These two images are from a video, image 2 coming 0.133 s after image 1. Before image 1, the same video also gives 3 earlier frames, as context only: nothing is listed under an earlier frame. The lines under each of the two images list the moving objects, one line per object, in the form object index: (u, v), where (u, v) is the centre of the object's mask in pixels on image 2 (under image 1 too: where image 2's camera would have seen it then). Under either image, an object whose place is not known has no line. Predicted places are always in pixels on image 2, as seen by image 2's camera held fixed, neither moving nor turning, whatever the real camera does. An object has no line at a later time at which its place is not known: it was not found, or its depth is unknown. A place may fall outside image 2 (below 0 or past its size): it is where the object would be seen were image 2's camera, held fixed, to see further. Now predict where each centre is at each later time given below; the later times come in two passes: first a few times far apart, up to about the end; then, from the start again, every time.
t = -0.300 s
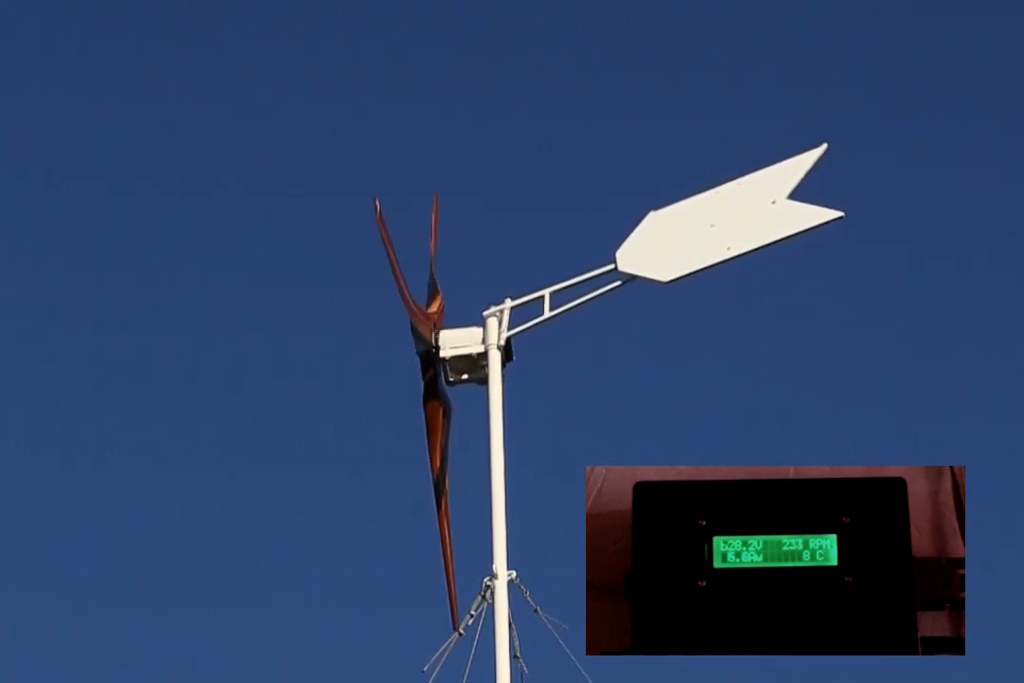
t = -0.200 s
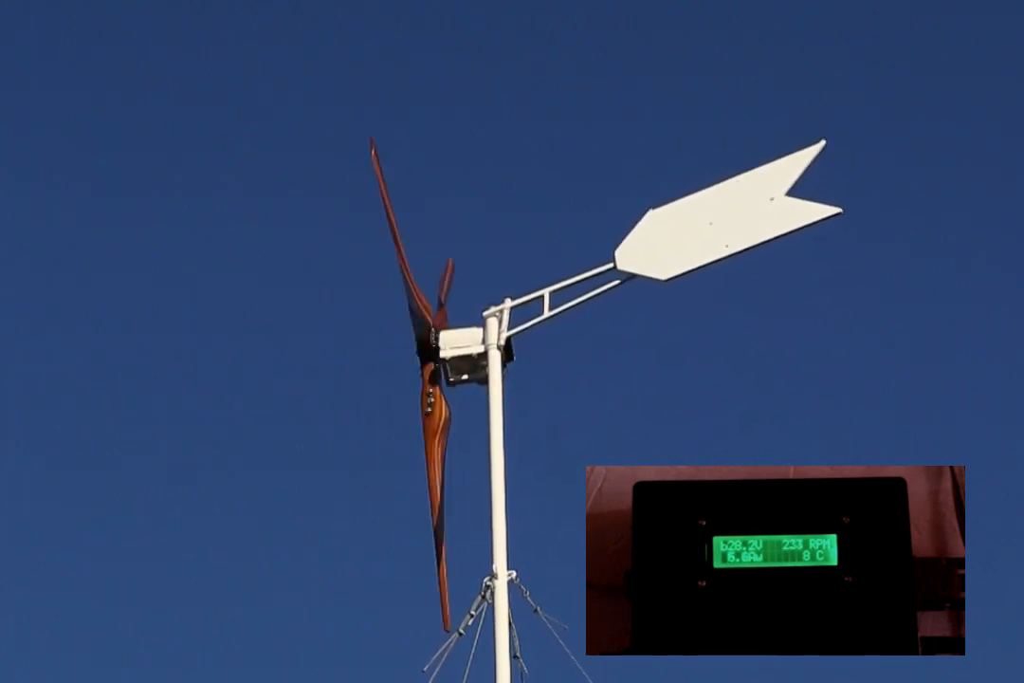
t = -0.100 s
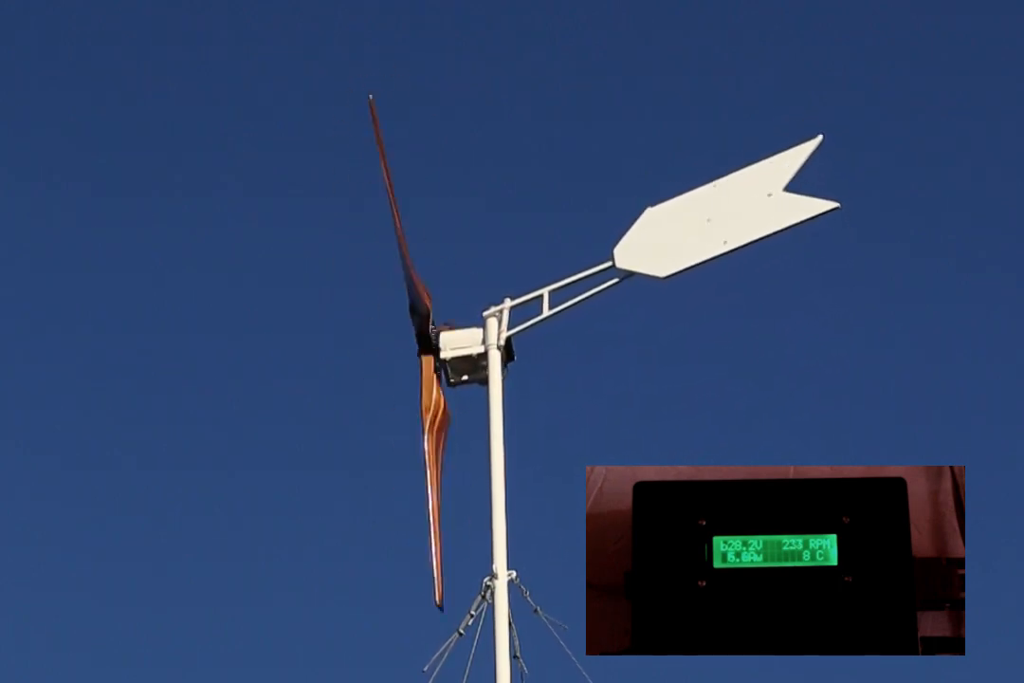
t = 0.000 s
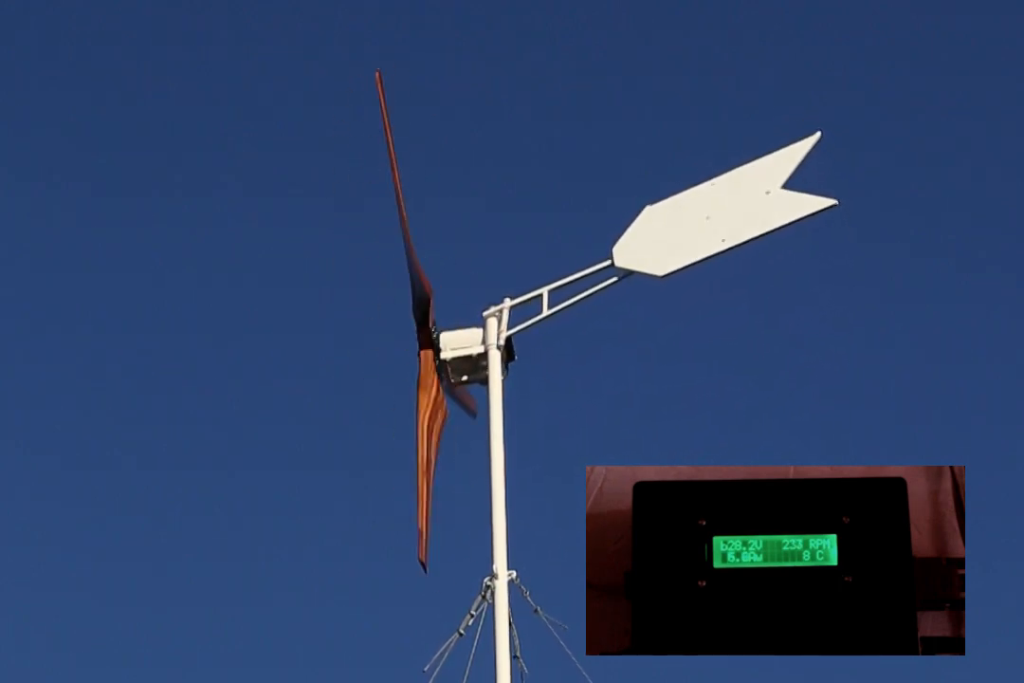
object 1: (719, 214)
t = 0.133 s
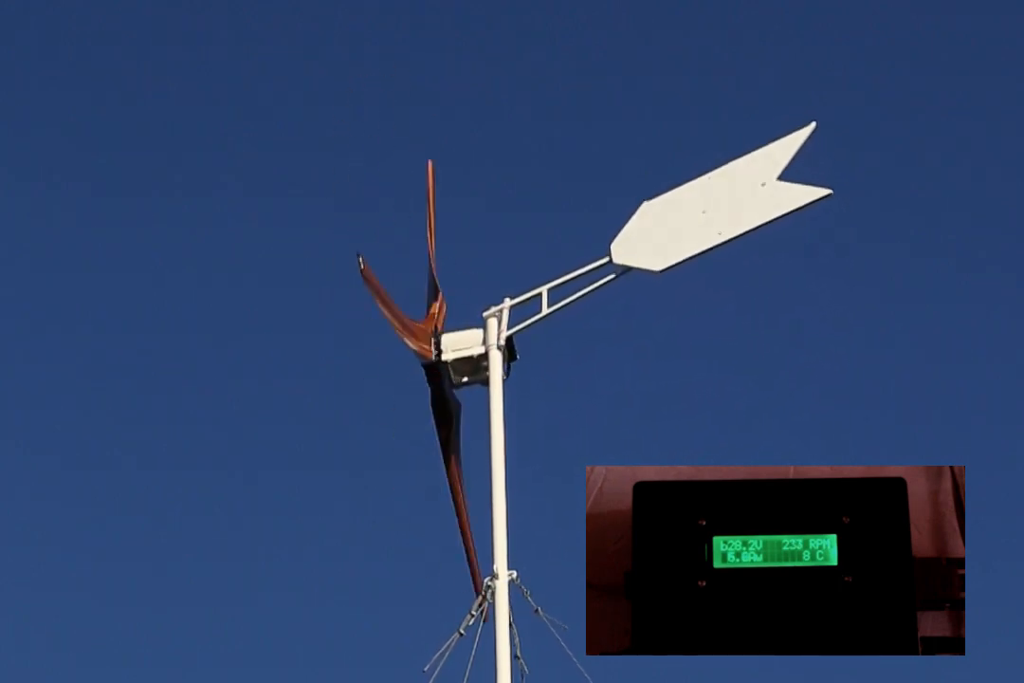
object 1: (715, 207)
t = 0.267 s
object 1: (711, 202)
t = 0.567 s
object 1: (698, 186)
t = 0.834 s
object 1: (686, 175)
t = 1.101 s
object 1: (675, 165)
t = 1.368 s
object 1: (670, 161)
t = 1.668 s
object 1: (671, 162)
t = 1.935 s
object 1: (678, 168)
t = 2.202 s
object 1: (687, 177)
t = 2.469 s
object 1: (696, 186)
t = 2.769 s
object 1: (706, 198)
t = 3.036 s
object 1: (714, 209)
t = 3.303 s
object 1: (719, 218)
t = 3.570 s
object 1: (722, 222)
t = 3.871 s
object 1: (720, 219)
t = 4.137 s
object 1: (715, 209)
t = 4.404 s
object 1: (707, 199)
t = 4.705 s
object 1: (703, 193)
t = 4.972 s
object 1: (704, 194)
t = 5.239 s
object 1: (709, 199)
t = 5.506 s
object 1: (714, 206)
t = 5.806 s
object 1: (718, 213)
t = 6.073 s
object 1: (721, 219)
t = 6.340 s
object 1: (724, 226)
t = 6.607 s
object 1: (725, 230)
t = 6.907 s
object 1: (728, 235)
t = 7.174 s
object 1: (730, 242)
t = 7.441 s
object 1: (732, 248)
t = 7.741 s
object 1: (733, 251)
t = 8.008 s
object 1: (733, 249)
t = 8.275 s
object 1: (731, 242)
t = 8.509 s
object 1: (728, 235)
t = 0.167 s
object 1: (714, 206)
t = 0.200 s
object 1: (713, 205)
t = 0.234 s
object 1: (712, 204)
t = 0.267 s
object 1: (711, 202)
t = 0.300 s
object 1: (710, 200)
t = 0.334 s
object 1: (708, 198)
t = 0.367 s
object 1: (707, 196)
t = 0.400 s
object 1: (705, 194)
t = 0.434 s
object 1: (704, 193)
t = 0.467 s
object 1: (702, 191)
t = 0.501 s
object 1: (700, 190)
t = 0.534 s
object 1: (699, 188)
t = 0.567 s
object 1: (698, 186)
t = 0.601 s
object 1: (696, 185)
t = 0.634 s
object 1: (694, 183)
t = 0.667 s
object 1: (693, 182)
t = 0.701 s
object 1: (692, 180)
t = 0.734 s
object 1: (690, 179)
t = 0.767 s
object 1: (689, 177)
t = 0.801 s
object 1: (688, 176)
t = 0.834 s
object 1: (686, 175)
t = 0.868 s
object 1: (684, 173)
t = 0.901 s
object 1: (683, 172)
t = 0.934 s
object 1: (681, 170)
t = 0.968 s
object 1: (679, 169)
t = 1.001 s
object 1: (678, 168)
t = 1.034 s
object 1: (677, 167)
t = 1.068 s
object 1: (676, 166)
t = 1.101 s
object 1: (675, 165)
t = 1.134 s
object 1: (674, 165)
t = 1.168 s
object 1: (673, 164)
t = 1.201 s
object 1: (672, 163)
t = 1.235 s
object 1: (672, 163)
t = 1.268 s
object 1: (671, 162)
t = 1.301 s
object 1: (671, 162)
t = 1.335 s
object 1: (670, 162)
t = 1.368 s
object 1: (670, 161)
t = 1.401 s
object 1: (669, 160)
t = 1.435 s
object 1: (669, 160)
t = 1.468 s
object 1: (669, 161)
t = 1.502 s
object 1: (669, 161)
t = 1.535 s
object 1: (669, 161)
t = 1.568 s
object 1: (669, 161)
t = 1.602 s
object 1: (670, 162)
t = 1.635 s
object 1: (670, 162)
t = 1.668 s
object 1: (671, 162)
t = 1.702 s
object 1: (672, 162)
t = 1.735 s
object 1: (673, 164)
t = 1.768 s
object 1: (674, 165)
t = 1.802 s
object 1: (675, 166)
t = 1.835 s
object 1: (675, 166)
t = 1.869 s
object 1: (676, 167)
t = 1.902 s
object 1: (677, 167)
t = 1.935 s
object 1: (678, 168)
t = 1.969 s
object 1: (679, 169)
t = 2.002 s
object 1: (681, 171)
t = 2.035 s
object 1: (682, 172)
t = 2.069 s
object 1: (683, 174)
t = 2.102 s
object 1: (684, 174)
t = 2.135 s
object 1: (685, 175)
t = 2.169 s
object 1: (686, 175)
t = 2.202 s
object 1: (687, 177)
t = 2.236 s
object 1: (688, 178)
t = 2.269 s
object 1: (690, 179)
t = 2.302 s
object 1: (691, 181)
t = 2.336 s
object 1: (692, 183)
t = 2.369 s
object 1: (693, 183)
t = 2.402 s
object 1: (694, 184)
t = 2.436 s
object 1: (695, 185)
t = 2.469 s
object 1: (696, 186)
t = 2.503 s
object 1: (697, 188)
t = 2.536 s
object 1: (699, 190)
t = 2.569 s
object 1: (700, 191)
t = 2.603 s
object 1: (701, 192)
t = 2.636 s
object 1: (702, 193)
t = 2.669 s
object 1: (703, 194)
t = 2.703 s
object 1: (704, 195)
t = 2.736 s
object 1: (705, 196)
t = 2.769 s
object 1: (706, 198)
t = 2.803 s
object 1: (708, 200)
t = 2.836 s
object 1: (708, 202)
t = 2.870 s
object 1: (710, 203)
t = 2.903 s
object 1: (710, 204)
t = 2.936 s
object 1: (711, 205)
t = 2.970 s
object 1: (712, 206)
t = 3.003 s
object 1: (713, 207)
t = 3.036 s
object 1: (714, 209)
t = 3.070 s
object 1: (715, 211)
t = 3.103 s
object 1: (716, 212)
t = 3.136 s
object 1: (716, 212)
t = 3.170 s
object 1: (717, 213)
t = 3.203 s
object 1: (717, 214)
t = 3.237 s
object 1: (718, 215)
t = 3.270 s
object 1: (718, 216)
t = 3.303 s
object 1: (719, 218)
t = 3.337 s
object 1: (720, 219)
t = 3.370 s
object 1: (720, 220)
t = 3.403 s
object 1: (721, 220)
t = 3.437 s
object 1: (721, 220)
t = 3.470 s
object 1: (721, 220)
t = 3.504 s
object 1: (722, 221)
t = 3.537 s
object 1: (722, 221)
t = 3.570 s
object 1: (722, 222)
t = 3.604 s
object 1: (722, 223)
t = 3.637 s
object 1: (722, 222)
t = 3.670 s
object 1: (722, 221)
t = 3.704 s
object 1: (721, 221)
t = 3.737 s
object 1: (721, 220)
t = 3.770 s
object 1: (721, 220)
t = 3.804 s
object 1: (721, 220)
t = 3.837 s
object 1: (721, 220)
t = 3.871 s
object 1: (720, 219)
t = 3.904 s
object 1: (719, 218)
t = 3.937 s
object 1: (719, 216)
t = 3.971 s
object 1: (718, 215)
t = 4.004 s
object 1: (718, 214)
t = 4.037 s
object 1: (717, 213)
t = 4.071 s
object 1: (717, 212)
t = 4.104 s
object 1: (716, 211)
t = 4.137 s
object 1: (715, 209)
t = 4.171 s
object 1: (714, 207)
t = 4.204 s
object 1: (713, 206)
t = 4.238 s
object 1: (712, 205)
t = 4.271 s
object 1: (711, 204)
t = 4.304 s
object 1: (710, 203)
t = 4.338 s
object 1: (709, 202)
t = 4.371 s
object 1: (708, 200)
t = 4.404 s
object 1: (707, 199)
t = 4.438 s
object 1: (707, 198)
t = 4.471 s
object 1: (706, 197)
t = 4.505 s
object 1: (705, 196)
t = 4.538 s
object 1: (705, 196)
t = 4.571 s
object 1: (705, 195)
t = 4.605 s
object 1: (704, 194)
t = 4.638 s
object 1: (704, 194)
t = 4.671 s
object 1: (703, 193)
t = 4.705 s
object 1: (703, 193)
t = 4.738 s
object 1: (703, 193)
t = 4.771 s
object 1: (703, 193)
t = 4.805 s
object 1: (703, 193)
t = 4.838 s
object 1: (703, 194)
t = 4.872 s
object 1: (703, 193)
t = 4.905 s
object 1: (703, 193)
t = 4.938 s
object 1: (704, 193)
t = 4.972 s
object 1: (704, 194)
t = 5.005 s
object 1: (705, 195)
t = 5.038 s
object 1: (705, 196)
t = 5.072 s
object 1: (706, 197)
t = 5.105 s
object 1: (706, 197)
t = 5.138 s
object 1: (707, 197)
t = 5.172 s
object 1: (708, 198)
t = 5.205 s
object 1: (708, 198)
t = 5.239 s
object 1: (709, 199)
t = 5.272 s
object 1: (710, 200)
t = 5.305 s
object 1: (711, 202)
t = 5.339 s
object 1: (711, 203)
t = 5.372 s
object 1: (712, 203)
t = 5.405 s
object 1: (712, 203)
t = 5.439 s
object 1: (712, 204)
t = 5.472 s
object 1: (713, 205)
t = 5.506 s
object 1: (714, 206)
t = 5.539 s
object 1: (714, 207)
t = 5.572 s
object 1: (715, 209)
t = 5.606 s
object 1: (715, 209)
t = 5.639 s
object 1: (715, 209)
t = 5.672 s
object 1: (716, 209)
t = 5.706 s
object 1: (716, 210)
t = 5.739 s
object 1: (717, 211)
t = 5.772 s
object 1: (717, 212)
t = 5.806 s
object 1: (718, 213)
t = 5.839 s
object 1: (718, 214)
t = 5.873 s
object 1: (719, 214)
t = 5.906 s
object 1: (719, 214)
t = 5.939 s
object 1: (719, 215)
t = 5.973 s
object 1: (720, 216)
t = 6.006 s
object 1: (720, 217)
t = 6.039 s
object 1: (721, 219)
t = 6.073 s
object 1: (721, 219)
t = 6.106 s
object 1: (721, 220)
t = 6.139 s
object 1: (721, 220)
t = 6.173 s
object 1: (722, 221)
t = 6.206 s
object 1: (722, 221)
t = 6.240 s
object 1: (723, 223)
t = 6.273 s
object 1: (723, 224)
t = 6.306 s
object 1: (724, 226)
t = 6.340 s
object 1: (724, 226)
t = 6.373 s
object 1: (724, 226)
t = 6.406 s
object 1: (724, 226)
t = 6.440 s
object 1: (724, 227)
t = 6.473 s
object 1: (725, 228)
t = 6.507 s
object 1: (725, 229)
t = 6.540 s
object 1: (725, 230)
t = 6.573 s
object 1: (725, 230)
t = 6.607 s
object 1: (725, 230)
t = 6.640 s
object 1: (725, 230)
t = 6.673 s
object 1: (726, 231)
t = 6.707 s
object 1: (726, 232)
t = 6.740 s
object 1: (727, 233)
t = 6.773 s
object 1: (727, 234)
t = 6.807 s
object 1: (727, 234)
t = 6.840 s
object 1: (727, 234)
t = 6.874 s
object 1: (728, 235)
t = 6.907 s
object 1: (728, 235)
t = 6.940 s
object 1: (729, 237)
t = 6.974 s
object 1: (729, 238)
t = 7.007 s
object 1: (729, 239)
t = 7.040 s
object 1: (729, 239)
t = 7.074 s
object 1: (729, 239)
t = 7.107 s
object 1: (729, 239)
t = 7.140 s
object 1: (730, 240)
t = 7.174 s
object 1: (730, 242)
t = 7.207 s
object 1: (730, 243)
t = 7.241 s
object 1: (731, 243)
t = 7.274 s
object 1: (731, 243)
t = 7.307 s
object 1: (731, 243)
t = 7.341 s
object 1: (731, 244)
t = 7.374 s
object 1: (731, 245)
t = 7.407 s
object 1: (732, 247)
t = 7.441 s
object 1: (732, 248)
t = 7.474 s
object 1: (732, 249)
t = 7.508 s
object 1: (732, 248)
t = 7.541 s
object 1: (732, 249)
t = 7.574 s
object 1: (732, 249)
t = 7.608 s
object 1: (733, 251)
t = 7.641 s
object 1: (733, 252)
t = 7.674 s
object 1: (733, 252)
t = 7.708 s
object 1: (733, 252)
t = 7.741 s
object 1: (733, 251)
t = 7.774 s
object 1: (733, 251)
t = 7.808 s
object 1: (733, 251)
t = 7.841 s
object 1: (733, 252)
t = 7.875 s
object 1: (733, 252)
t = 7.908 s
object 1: (733, 252)
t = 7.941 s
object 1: (733, 250)
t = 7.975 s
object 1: (733, 249)
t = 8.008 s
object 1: (733, 249)
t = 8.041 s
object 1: (733, 249)
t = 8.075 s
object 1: (733, 249)
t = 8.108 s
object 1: (733, 248)
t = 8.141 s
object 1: (732, 246)
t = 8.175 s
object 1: (732, 245)
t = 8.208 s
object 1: (731, 243)
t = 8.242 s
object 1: (731, 242)
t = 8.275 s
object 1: (731, 242)
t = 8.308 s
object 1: (730, 242)
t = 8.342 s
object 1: (730, 241)
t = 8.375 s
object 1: (730, 239)
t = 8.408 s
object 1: (729, 237)
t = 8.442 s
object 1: (729, 236)
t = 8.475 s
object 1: (729, 236)
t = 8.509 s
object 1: (728, 235)
